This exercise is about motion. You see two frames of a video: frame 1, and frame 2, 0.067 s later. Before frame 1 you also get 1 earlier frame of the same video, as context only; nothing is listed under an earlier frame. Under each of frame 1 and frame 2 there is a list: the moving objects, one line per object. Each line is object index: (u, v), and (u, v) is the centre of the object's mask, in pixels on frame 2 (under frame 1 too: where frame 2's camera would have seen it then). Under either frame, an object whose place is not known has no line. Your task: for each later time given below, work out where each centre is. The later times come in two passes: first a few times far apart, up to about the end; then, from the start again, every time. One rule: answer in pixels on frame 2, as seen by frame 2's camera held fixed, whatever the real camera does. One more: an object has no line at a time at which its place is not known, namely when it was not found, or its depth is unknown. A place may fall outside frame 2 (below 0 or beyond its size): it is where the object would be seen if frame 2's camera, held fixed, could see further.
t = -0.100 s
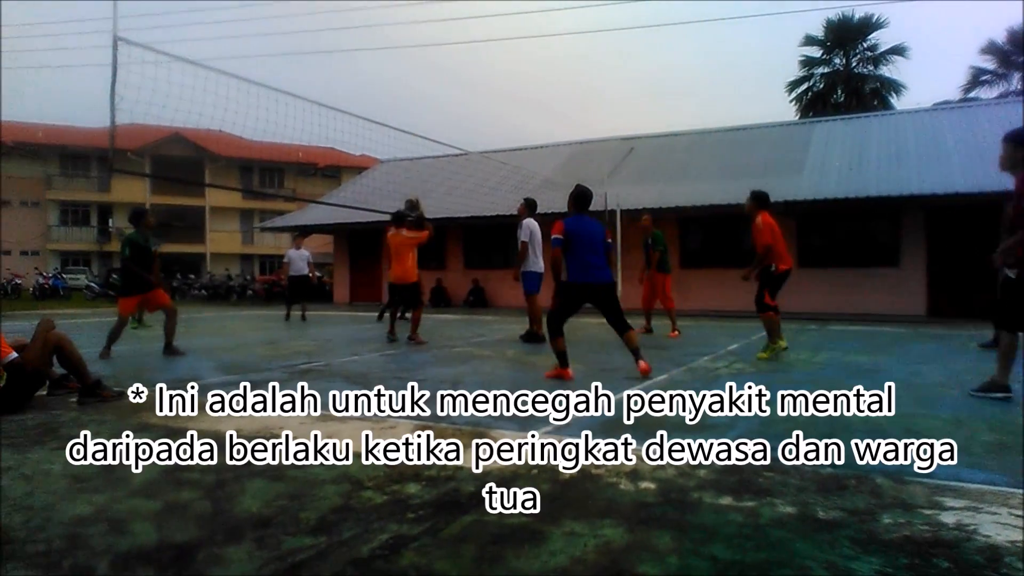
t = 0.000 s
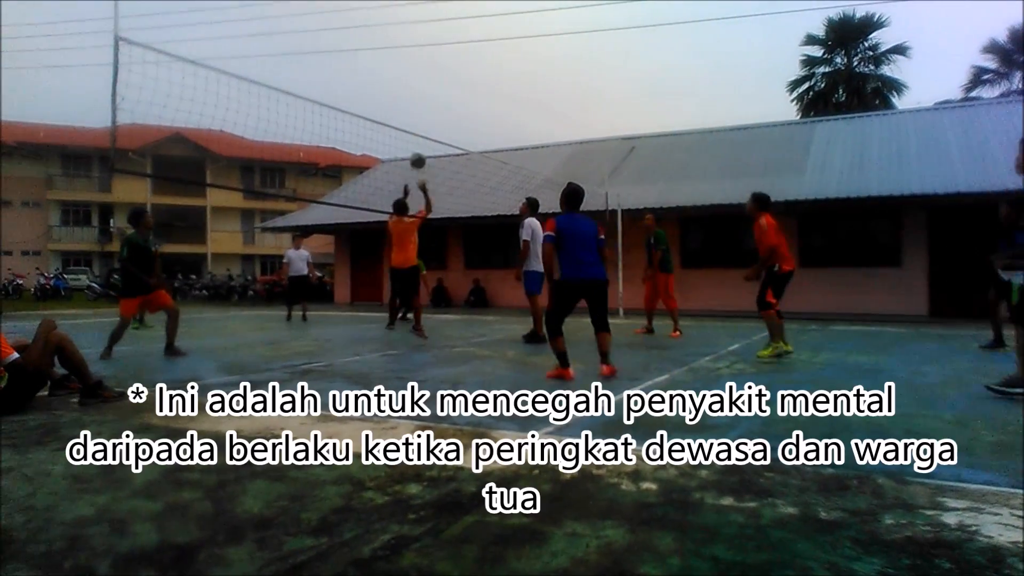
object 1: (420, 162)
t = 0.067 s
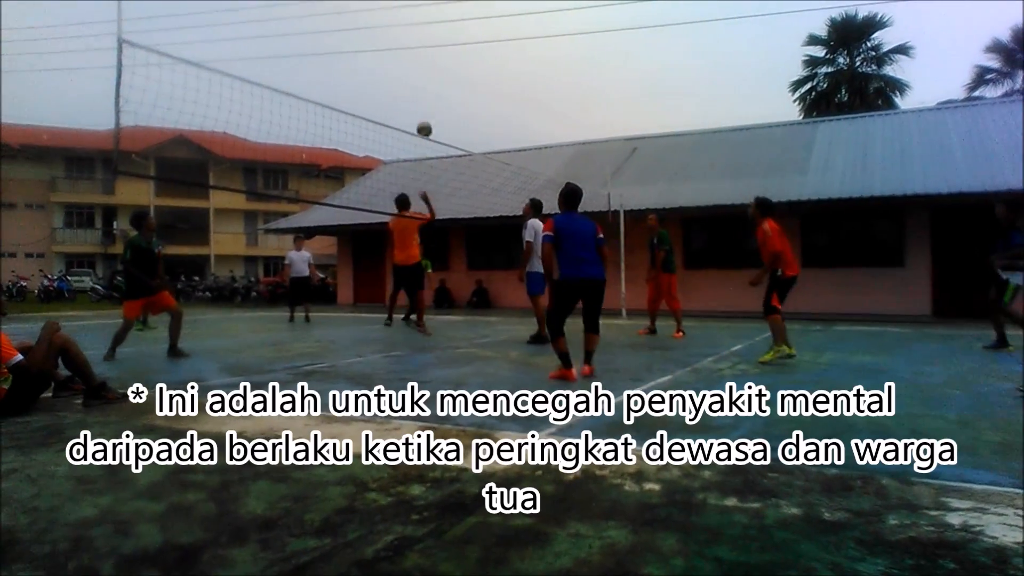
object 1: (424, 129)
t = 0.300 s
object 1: (438, 48)
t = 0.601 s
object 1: (455, 12)
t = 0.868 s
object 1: (467, 36)
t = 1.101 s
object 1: (475, 98)
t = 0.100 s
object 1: (426, 115)
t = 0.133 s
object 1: (428, 101)
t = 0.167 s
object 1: (430, 89)
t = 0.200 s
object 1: (432, 77)
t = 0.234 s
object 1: (434, 66)
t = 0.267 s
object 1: (436, 57)
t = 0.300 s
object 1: (438, 48)
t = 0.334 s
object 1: (440, 40)
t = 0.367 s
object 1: (442, 33)
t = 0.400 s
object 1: (443, 27)
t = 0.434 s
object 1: (445, 23)
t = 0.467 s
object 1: (447, 19)
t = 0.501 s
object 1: (449, 16)
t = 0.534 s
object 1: (451, 14)
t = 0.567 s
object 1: (453, 12)
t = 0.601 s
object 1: (455, 12)
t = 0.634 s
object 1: (457, 12)
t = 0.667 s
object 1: (459, 13)
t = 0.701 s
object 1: (461, 15)
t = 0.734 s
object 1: (462, 18)
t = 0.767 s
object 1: (464, 21)
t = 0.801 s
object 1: (465, 25)
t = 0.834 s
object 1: (466, 30)
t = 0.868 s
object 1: (467, 36)
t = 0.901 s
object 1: (468, 43)
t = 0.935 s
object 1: (470, 51)
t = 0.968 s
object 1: (471, 59)
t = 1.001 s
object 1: (472, 67)
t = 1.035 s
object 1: (473, 77)
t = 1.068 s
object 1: (474, 87)
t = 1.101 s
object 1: (475, 98)
